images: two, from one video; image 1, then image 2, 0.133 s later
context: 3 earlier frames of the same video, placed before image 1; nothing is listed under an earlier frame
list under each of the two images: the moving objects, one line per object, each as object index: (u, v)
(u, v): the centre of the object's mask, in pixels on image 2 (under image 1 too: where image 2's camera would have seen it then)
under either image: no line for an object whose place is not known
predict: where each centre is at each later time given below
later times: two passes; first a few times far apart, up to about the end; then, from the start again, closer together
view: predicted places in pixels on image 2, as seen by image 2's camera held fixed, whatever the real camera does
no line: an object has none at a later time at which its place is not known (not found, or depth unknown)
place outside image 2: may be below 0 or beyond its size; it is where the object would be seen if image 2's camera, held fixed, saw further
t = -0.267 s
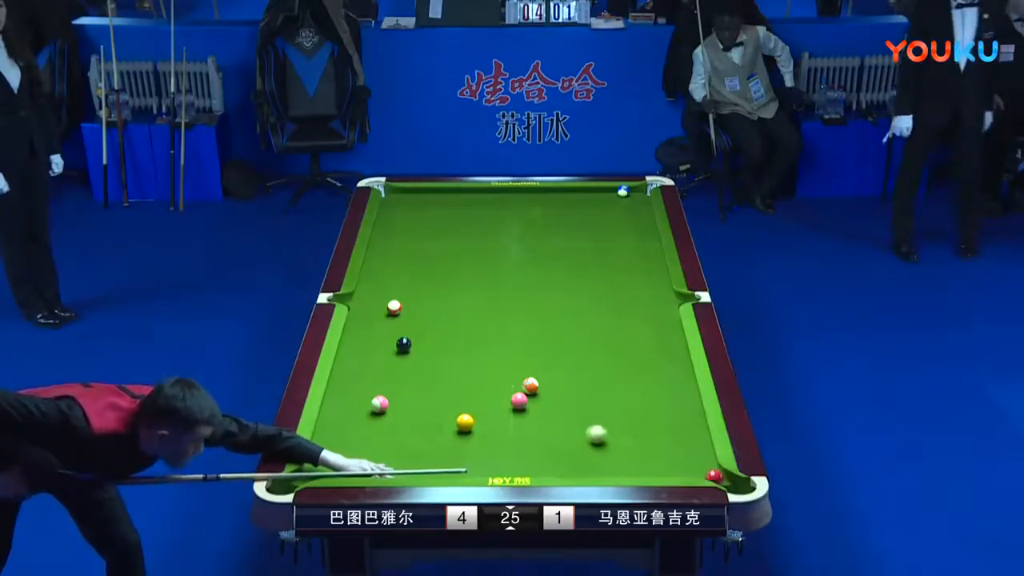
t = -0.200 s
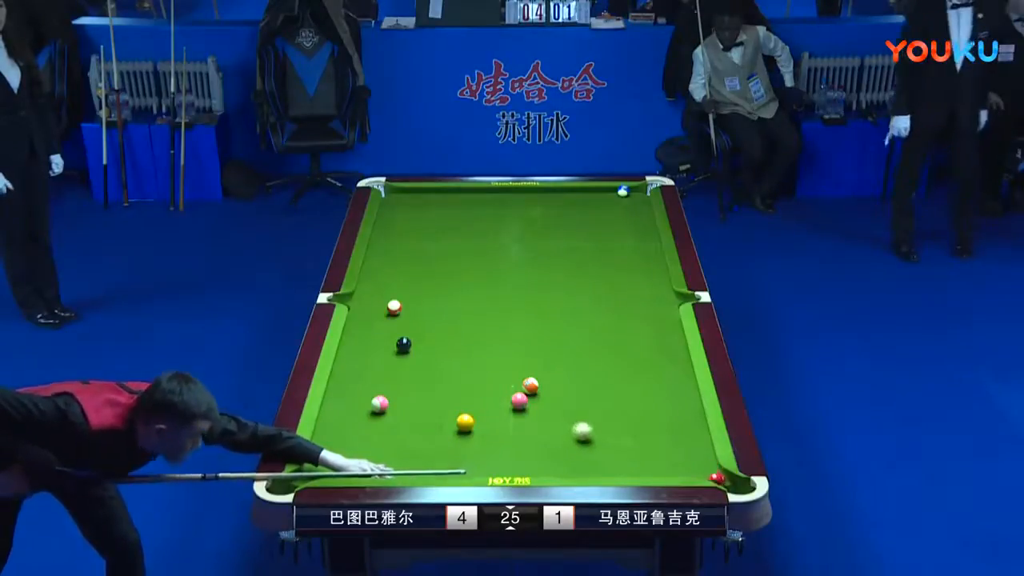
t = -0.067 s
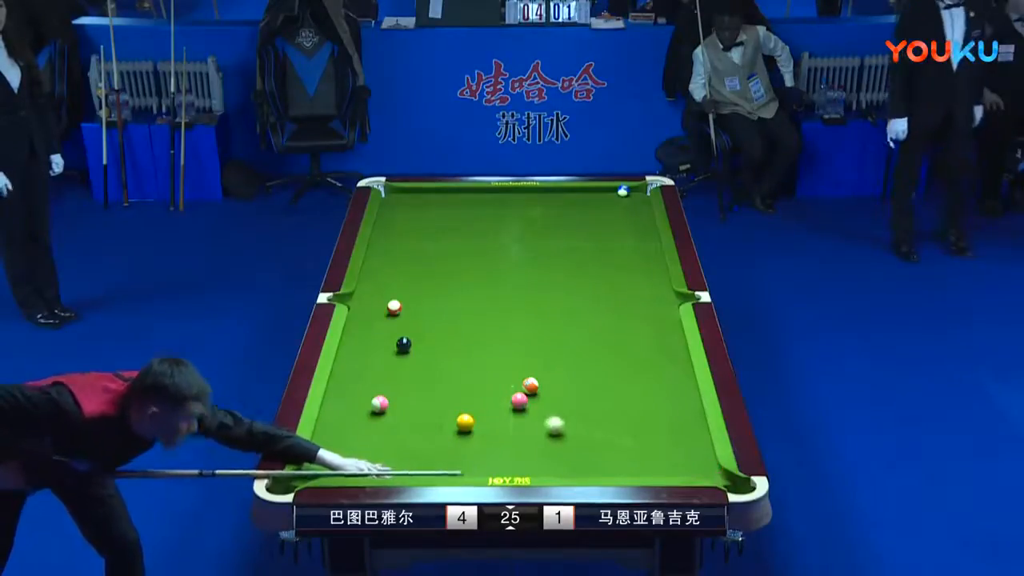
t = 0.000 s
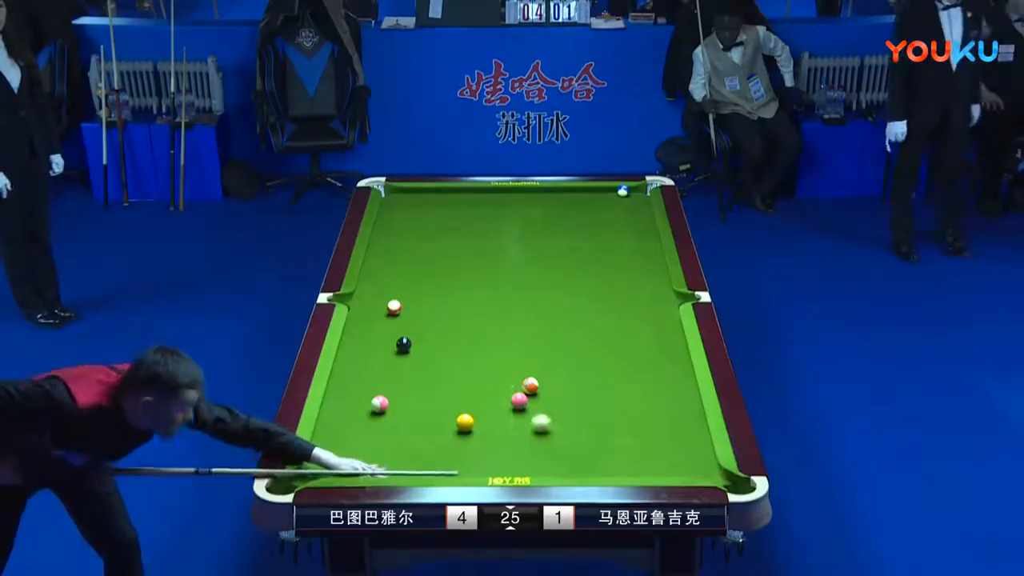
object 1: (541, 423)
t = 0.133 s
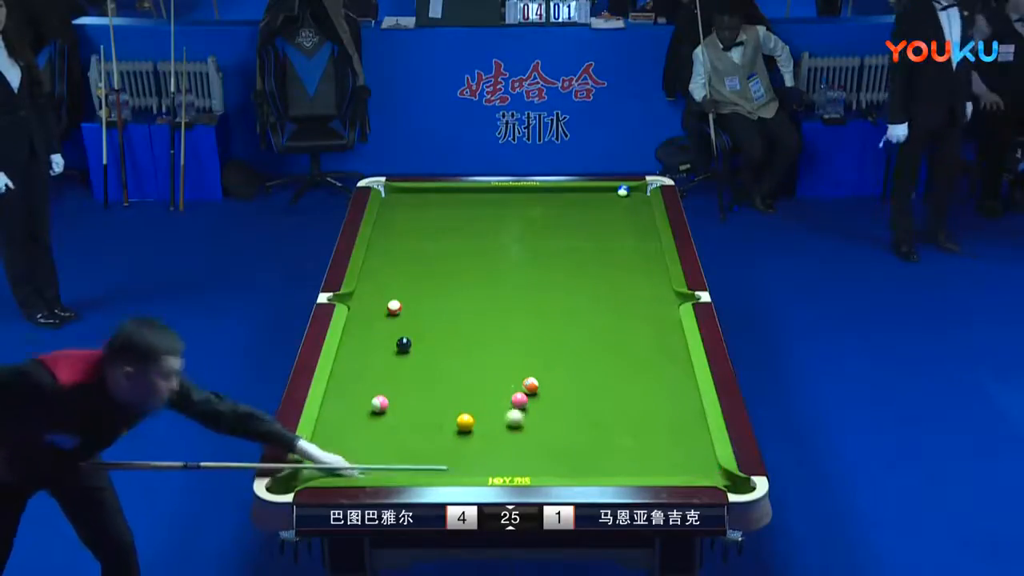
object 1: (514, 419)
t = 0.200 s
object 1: (502, 416)
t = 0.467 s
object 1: (451, 406)
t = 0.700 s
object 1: (410, 398)
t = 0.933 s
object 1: (372, 390)
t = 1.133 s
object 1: (341, 384)
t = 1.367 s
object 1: (356, 379)
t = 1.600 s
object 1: (378, 375)
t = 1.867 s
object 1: (401, 371)
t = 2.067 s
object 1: (417, 368)
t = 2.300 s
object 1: (434, 365)
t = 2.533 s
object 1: (451, 362)
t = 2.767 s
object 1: (465, 359)
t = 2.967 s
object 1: (477, 357)
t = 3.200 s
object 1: (489, 355)
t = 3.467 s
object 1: (501, 353)
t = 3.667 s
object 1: (509, 351)
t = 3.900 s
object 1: (518, 350)
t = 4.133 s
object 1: (525, 350)
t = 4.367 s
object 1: (531, 349)
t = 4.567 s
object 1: (535, 349)
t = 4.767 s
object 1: (538, 348)
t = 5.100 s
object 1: (541, 348)
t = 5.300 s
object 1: (542, 348)
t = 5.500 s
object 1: (541, 348)
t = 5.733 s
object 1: (541, 348)
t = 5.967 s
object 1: (541, 348)
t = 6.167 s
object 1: (541, 348)
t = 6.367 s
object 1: (541, 348)
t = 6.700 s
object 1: (541, 348)
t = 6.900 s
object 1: (541, 348)
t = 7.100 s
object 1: (541, 348)
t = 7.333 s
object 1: (541, 348)
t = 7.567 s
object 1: (541, 348)
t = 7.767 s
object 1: (541, 348)
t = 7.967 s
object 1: (541, 348)
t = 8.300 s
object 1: (541, 348)
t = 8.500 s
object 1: (541, 348)
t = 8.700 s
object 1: (541, 348)
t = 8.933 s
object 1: (541, 348)
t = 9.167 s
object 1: (541, 348)
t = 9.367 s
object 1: (541, 348)
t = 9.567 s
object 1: (542, 348)
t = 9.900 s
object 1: (541, 348)
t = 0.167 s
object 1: (508, 418)
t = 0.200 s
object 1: (502, 416)
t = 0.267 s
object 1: (489, 414)
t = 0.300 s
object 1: (482, 412)
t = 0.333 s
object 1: (477, 411)
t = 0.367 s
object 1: (471, 408)
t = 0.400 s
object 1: (464, 407)
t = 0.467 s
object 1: (451, 406)
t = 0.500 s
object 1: (445, 405)
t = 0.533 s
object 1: (439, 403)
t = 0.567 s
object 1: (434, 402)
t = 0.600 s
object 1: (428, 401)
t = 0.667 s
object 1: (417, 399)
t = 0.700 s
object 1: (410, 398)
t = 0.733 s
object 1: (405, 397)
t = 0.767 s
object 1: (400, 396)
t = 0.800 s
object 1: (394, 394)
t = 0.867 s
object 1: (384, 390)
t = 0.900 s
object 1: (377, 389)
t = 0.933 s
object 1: (372, 390)
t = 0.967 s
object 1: (367, 389)
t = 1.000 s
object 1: (361, 389)
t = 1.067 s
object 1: (351, 386)
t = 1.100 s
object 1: (346, 385)
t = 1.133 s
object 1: (341, 384)
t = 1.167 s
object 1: (336, 383)
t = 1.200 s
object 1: (339, 382)
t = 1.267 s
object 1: (346, 381)
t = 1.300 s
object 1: (350, 380)
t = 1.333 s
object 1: (353, 380)
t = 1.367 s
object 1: (356, 379)
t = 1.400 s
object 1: (359, 378)
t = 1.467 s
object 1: (366, 377)
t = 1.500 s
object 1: (369, 377)
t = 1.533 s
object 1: (372, 376)
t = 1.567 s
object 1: (375, 375)
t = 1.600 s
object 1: (378, 375)
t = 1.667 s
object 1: (384, 374)
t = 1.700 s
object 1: (387, 373)
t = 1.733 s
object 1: (390, 373)
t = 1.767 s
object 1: (393, 372)
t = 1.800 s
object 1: (396, 372)
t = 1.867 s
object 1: (401, 371)
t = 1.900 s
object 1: (404, 371)
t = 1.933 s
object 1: (406, 370)
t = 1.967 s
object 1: (409, 369)
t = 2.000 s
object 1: (412, 369)
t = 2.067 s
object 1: (417, 368)
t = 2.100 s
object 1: (420, 368)
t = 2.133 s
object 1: (422, 367)
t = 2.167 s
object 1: (425, 367)
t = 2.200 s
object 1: (427, 366)
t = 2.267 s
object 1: (432, 365)
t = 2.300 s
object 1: (434, 365)
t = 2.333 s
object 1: (437, 364)
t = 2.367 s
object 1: (439, 364)
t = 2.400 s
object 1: (441, 363)
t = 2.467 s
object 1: (446, 362)
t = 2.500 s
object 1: (448, 362)
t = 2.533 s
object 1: (451, 362)
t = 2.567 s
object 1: (453, 361)
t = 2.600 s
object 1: (455, 361)
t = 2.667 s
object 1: (459, 360)
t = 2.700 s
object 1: (461, 359)
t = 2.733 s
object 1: (463, 359)
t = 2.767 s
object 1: (465, 359)
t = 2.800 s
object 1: (467, 358)
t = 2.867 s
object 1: (471, 358)
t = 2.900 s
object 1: (473, 357)
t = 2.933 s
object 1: (475, 357)
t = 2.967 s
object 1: (477, 357)
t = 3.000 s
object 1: (478, 357)
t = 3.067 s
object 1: (482, 356)
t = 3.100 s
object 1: (484, 356)
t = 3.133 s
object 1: (486, 355)
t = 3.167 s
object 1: (487, 355)
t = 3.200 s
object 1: (489, 355)
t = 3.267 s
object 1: (492, 354)
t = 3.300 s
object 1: (494, 354)
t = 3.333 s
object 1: (495, 354)
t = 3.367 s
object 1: (497, 354)
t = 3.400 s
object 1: (498, 353)
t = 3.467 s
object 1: (501, 353)
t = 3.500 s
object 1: (503, 353)
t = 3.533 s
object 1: (504, 353)
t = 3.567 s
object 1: (505, 352)
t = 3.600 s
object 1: (507, 352)
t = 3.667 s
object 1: (509, 351)
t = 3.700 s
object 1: (511, 351)
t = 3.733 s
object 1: (512, 351)
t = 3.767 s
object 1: (513, 351)
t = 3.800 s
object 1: (515, 351)
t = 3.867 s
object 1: (517, 351)
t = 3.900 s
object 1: (518, 350)
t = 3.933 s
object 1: (519, 350)
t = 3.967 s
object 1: (520, 350)
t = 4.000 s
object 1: (521, 350)
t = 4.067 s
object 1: (523, 350)
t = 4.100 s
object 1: (524, 350)
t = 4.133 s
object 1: (525, 350)
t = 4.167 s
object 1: (526, 350)
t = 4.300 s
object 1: (530, 349)
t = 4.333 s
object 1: (531, 349)
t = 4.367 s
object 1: (531, 349)
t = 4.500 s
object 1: (534, 349)
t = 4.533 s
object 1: (535, 349)
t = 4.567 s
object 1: (535, 349)
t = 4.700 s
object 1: (538, 348)
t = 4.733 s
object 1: (538, 348)
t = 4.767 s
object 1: (538, 348)
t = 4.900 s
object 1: (540, 348)
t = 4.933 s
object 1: (540, 348)
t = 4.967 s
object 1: (540, 348)
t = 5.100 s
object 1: (541, 348)
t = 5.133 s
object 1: (541, 348)
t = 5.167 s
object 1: (542, 348)
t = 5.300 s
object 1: (542, 348)
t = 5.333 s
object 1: (542, 348)
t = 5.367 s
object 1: (542, 348)
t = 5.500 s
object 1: (541, 348)
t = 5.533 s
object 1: (541, 348)
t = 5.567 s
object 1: (541, 348)
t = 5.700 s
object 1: (541, 348)
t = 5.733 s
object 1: (541, 348)
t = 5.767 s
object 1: (541, 348)
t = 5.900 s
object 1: (541, 348)
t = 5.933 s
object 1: (541, 348)
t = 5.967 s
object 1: (541, 348)
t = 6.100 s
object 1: (541, 348)
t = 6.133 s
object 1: (541, 348)
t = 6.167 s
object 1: (541, 348)
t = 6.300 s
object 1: (541, 348)
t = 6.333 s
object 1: (541, 348)
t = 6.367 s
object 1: (541, 348)
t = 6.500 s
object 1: (541, 348)
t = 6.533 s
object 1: (541, 348)
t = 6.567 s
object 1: (541, 348)
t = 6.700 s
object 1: (541, 348)
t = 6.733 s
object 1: (541, 348)
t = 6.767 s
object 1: (541, 348)
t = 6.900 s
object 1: (541, 348)
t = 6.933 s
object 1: (541, 348)
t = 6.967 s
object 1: (541, 348)
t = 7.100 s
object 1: (541, 348)
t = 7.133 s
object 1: (541, 348)
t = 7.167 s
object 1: (541, 348)
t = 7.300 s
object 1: (541, 348)
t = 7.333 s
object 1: (541, 348)
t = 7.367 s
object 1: (541, 348)
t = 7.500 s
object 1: (541, 348)
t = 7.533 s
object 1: (541, 348)
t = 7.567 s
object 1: (541, 348)
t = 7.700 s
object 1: (541, 348)
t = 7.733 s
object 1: (541, 348)
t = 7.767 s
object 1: (541, 348)
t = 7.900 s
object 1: (541, 348)
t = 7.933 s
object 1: (541, 348)
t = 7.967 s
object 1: (541, 348)
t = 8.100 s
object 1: (541, 348)
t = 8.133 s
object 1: (541, 348)
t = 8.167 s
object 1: (541, 348)
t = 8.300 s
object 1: (541, 348)
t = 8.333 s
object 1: (541, 348)
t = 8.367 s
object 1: (541, 348)
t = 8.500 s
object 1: (541, 348)
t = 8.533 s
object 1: (541, 348)
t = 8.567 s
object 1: (541, 348)
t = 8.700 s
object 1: (541, 348)
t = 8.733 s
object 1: (541, 348)
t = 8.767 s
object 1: (541, 348)
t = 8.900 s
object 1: (541, 348)
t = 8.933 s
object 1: (541, 348)
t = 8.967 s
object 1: (541, 348)
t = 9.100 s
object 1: (541, 348)
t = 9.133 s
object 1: (541, 348)
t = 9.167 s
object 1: (541, 348)
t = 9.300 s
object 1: (541, 348)
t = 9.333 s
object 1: (541, 348)
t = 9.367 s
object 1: (541, 348)
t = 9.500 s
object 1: (542, 348)
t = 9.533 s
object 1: (542, 348)
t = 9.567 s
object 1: (542, 348)
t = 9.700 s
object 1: (542, 348)
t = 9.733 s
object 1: (542, 348)
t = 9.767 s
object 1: (542, 348)
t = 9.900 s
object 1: (541, 348)
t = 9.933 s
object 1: (541, 348)
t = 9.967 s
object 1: (541, 348)
